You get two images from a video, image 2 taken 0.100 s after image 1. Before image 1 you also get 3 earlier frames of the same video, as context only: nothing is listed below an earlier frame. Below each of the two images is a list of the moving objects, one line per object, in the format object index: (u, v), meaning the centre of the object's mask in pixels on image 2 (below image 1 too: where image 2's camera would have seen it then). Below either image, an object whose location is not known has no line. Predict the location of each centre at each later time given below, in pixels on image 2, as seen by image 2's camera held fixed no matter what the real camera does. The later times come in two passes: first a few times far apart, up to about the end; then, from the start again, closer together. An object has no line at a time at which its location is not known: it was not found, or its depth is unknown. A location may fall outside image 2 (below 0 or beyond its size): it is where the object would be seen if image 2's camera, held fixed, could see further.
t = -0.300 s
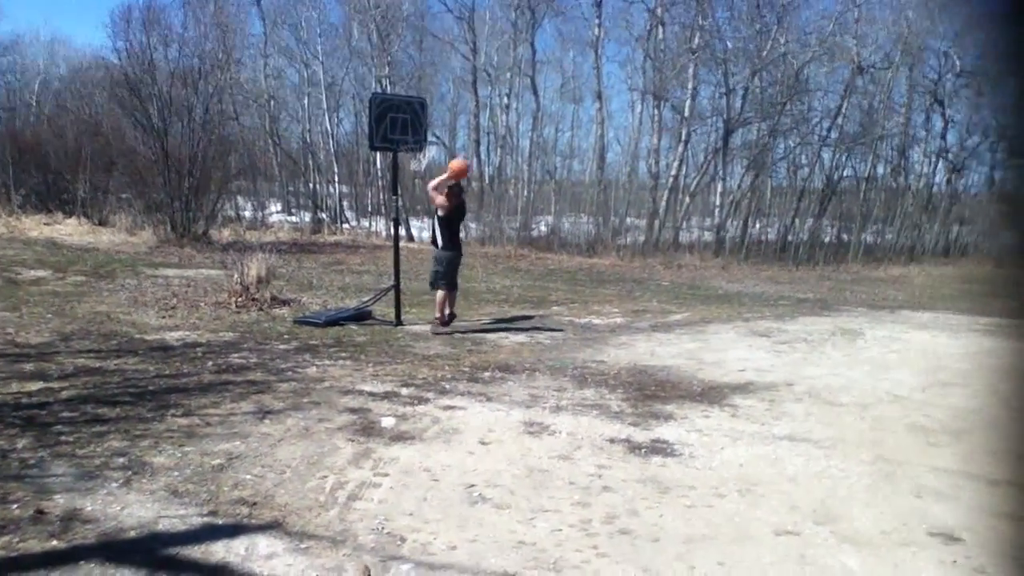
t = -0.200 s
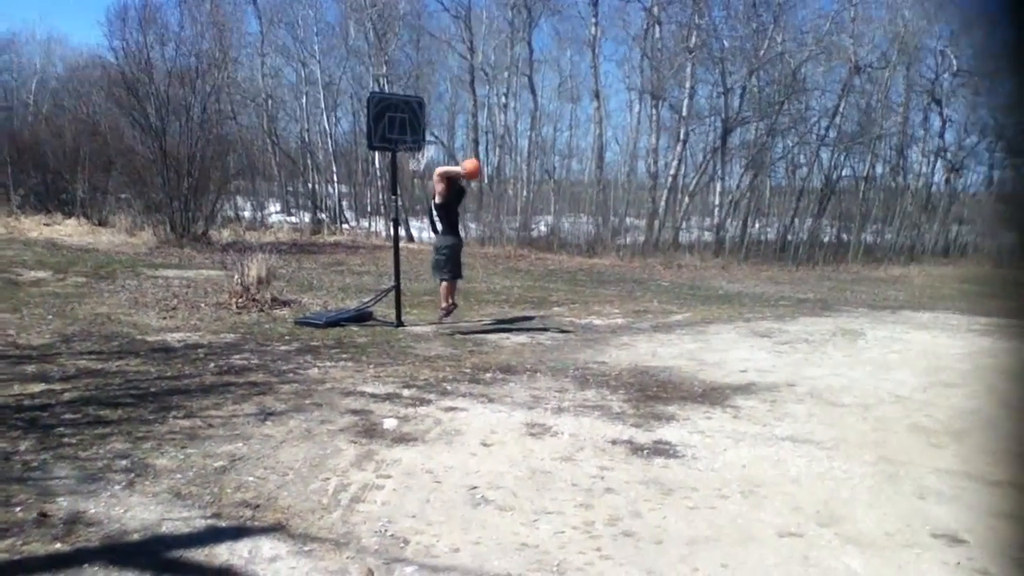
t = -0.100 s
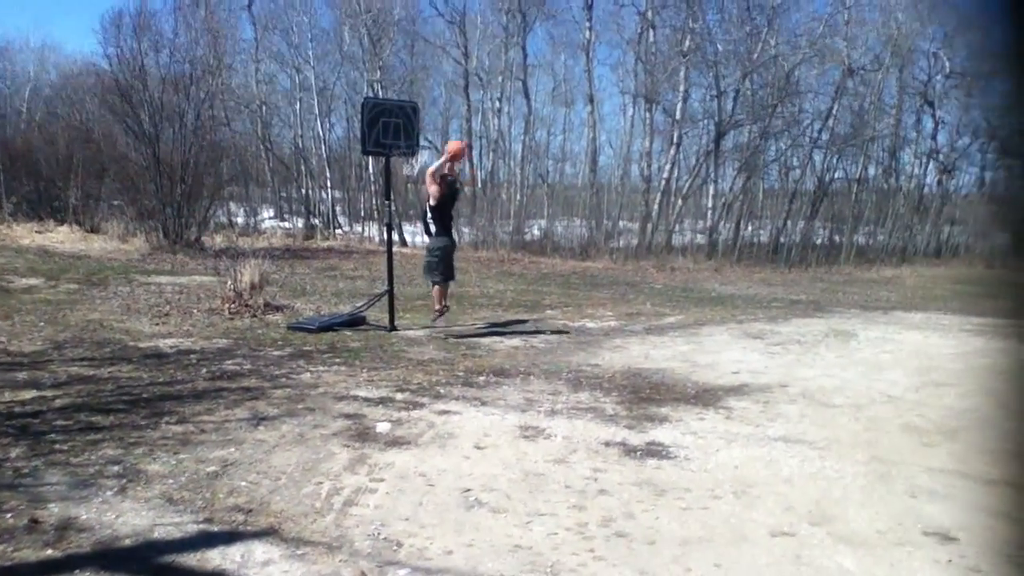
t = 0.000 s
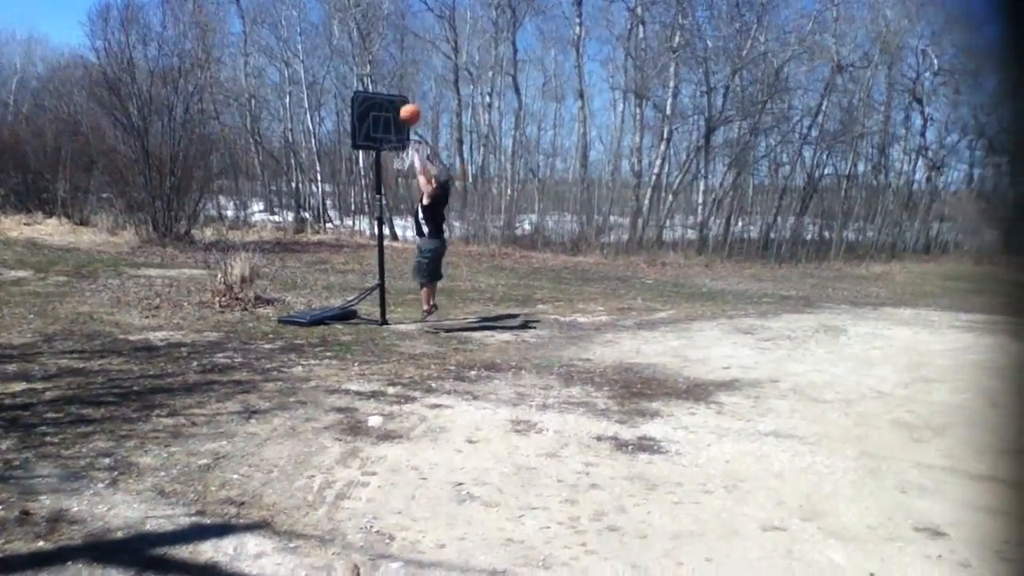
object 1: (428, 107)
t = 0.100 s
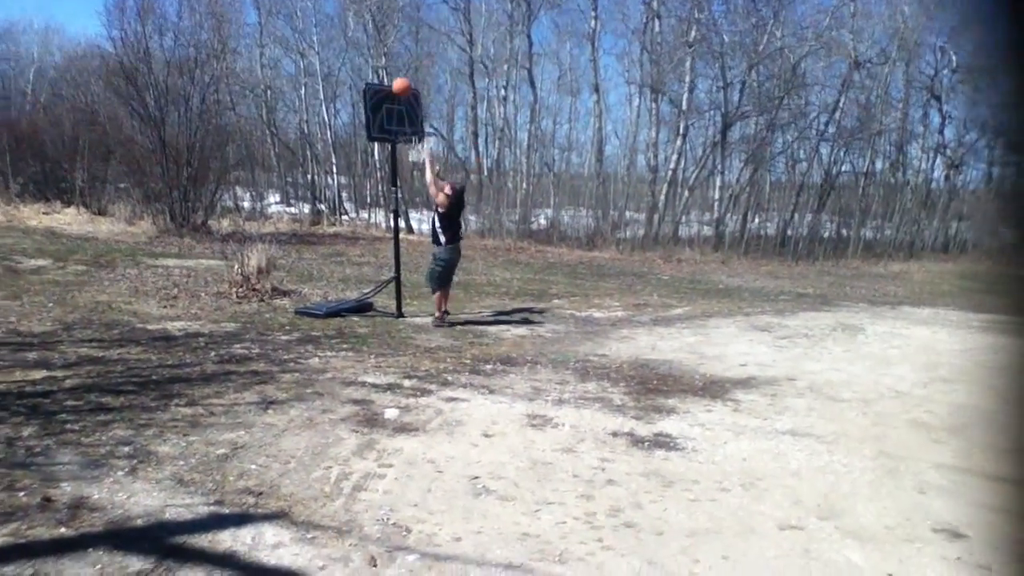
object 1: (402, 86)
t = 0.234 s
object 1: (407, 75)
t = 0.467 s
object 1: (417, 79)
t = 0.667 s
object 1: (423, 102)
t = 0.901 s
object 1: (423, 108)
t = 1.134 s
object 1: (424, 107)
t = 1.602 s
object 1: (411, 233)
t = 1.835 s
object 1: (409, 296)
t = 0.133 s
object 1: (403, 82)
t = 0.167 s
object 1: (406, 82)
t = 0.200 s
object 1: (408, 79)
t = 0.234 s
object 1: (407, 75)
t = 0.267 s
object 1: (406, 75)
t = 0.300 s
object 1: (404, 75)
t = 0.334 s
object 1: (404, 74)
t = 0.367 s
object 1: (406, 77)
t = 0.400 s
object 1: (412, 79)
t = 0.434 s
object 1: (416, 79)
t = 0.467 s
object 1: (417, 79)
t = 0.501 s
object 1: (418, 79)
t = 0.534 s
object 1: (419, 79)
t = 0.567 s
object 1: (420, 81)
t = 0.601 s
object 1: (419, 86)
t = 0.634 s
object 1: (419, 92)
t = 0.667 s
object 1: (423, 102)
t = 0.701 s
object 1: (424, 108)
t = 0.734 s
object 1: (425, 116)
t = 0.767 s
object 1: (426, 125)
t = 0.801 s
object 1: (425, 125)
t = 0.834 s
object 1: (423, 119)
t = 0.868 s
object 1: (422, 113)
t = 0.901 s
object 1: (423, 108)
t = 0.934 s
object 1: (423, 107)
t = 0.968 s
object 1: (423, 105)
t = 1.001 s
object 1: (423, 105)
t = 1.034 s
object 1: (423, 103)
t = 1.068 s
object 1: (424, 104)
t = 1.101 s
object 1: (426, 105)
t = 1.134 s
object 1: (424, 107)
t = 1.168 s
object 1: (421, 111)
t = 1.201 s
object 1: (422, 116)
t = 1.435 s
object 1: (412, 168)
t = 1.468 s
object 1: (412, 179)
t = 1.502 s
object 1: (413, 192)
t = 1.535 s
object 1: (412, 204)
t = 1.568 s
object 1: (413, 218)
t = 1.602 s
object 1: (411, 233)
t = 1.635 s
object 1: (413, 247)
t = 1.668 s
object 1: (412, 264)
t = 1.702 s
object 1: (411, 281)
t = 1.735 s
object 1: (410, 298)
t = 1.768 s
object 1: (410, 315)
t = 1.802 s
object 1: (409, 306)
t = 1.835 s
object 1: (409, 296)
